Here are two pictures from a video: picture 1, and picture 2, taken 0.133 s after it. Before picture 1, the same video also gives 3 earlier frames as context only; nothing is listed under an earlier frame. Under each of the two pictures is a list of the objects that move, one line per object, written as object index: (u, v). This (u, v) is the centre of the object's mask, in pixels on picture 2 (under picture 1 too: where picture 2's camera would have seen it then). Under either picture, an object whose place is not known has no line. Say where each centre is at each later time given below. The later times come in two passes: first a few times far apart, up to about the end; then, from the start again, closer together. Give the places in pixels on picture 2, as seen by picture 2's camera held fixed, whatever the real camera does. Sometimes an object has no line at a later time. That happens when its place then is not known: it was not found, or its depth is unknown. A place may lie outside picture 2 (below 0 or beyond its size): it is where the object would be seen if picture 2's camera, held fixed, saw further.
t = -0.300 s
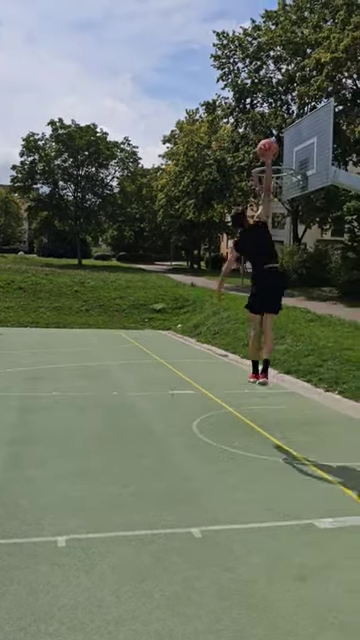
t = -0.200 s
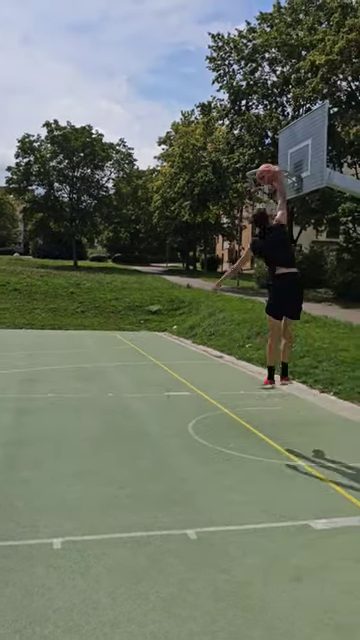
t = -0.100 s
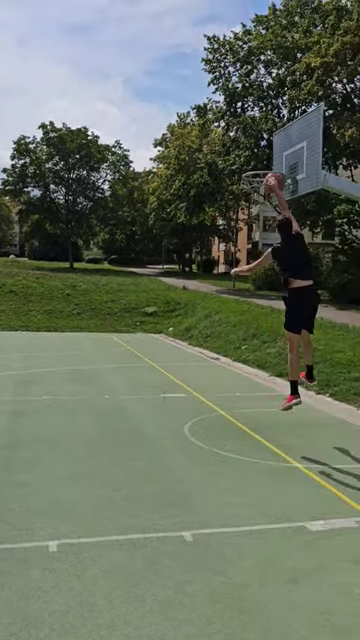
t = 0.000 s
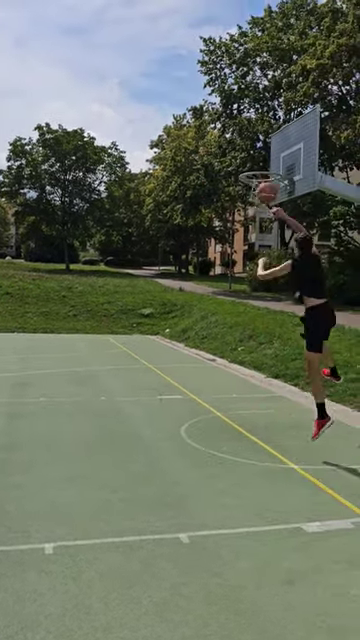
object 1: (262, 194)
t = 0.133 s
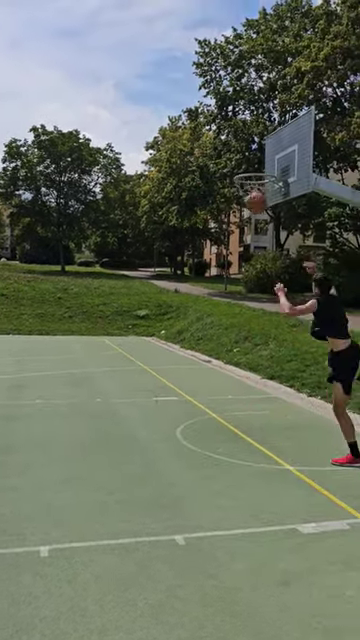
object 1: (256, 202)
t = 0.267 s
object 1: (249, 213)
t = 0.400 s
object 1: (243, 230)
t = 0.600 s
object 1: (234, 284)
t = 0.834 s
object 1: (223, 388)
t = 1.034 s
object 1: (218, 377)
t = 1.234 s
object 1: (215, 318)
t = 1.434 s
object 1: (212, 292)
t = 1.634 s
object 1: (209, 299)
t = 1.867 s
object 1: (204, 354)
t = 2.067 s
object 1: (199, 442)
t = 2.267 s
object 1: (193, 381)
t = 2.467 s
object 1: (187, 349)
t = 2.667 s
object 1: (180, 355)
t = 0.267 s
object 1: (249, 213)
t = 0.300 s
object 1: (248, 215)
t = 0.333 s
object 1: (247, 220)
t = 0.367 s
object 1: (246, 223)
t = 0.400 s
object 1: (243, 230)
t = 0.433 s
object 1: (242, 237)
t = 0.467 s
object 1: (241, 245)
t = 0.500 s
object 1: (239, 253)
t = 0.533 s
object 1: (237, 263)
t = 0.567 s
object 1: (236, 274)
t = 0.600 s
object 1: (234, 284)
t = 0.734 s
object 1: (228, 337)
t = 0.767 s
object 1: (226, 353)
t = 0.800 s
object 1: (225, 370)
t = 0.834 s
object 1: (223, 388)
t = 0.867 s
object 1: (222, 405)
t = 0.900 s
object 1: (221, 424)
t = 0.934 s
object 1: (220, 419)
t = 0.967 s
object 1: (219, 404)
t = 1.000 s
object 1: (219, 390)
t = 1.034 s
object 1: (218, 377)
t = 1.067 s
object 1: (218, 365)
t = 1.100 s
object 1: (217, 354)
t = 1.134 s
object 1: (217, 344)
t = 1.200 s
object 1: (216, 325)
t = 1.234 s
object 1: (215, 318)
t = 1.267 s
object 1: (215, 312)
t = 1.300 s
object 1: (215, 306)
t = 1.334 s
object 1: (214, 301)
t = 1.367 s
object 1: (213, 297)
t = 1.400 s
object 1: (212, 295)
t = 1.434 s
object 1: (212, 292)
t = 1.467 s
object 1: (211, 291)
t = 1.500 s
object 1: (211, 291)
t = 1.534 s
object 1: (210, 291)
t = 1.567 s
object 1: (210, 293)
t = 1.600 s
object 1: (209, 296)
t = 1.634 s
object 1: (209, 299)
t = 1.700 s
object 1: (207, 310)
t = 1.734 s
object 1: (206, 317)
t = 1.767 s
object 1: (206, 325)
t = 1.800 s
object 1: (205, 333)
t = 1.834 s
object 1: (203, 343)
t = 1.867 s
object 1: (204, 354)
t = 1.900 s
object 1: (203, 367)
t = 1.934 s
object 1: (203, 379)
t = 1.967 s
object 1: (202, 393)
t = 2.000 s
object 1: (201, 408)
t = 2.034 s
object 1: (200, 424)
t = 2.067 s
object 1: (199, 442)
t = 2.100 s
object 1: (198, 435)
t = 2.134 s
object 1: (197, 422)
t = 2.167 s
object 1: (196, 410)
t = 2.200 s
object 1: (195, 399)
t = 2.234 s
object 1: (194, 390)
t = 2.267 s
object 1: (193, 381)
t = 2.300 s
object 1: (192, 373)
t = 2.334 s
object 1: (191, 367)
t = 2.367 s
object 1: (190, 361)
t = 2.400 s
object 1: (189, 356)
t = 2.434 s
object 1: (188, 352)
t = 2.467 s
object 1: (187, 349)
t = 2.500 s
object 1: (185, 347)
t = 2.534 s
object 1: (184, 347)
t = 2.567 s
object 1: (183, 347)
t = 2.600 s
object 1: (182, 348)
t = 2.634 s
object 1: (180, 352)
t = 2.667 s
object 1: (180, 355)
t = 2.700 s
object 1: (178, 360)
